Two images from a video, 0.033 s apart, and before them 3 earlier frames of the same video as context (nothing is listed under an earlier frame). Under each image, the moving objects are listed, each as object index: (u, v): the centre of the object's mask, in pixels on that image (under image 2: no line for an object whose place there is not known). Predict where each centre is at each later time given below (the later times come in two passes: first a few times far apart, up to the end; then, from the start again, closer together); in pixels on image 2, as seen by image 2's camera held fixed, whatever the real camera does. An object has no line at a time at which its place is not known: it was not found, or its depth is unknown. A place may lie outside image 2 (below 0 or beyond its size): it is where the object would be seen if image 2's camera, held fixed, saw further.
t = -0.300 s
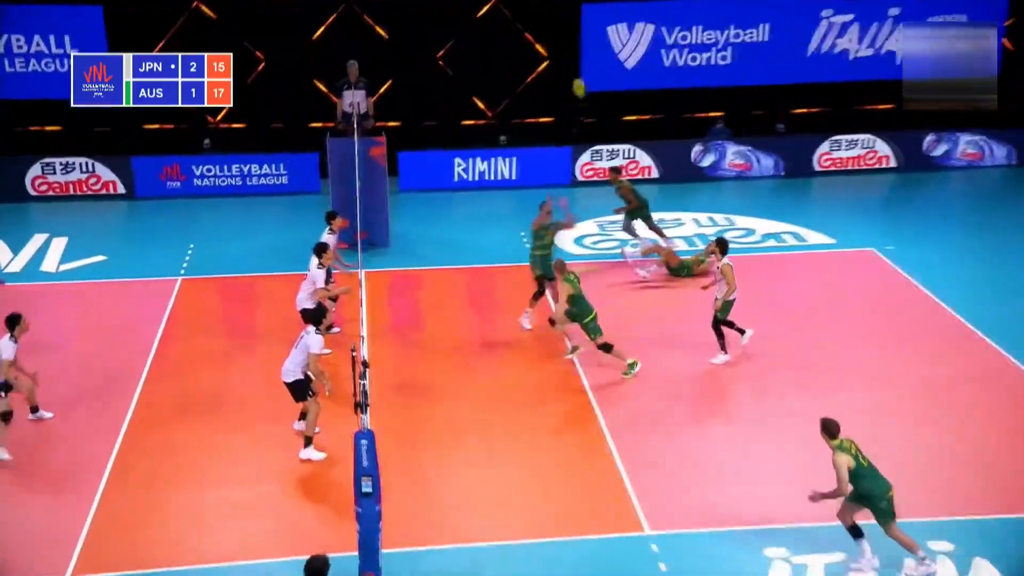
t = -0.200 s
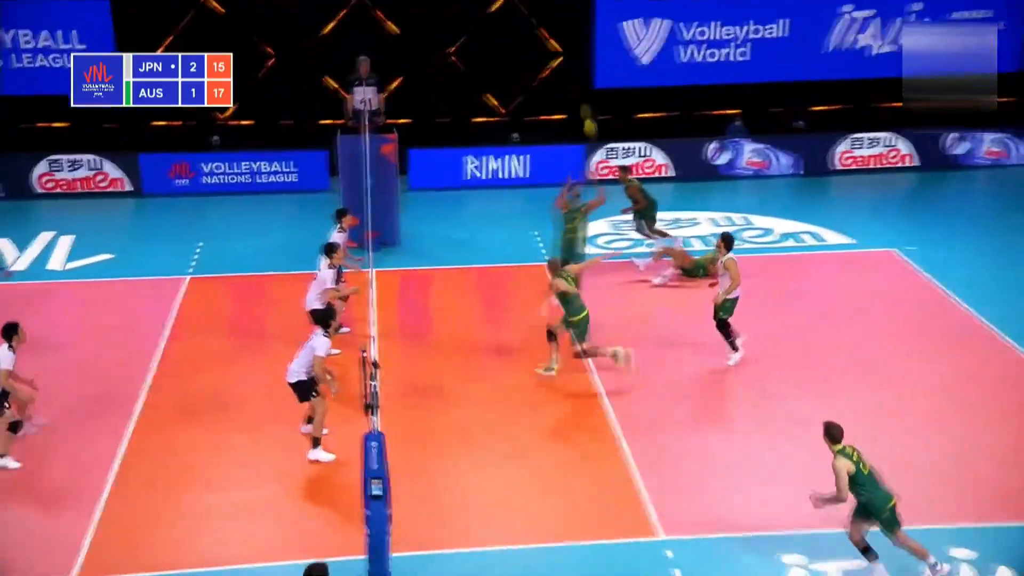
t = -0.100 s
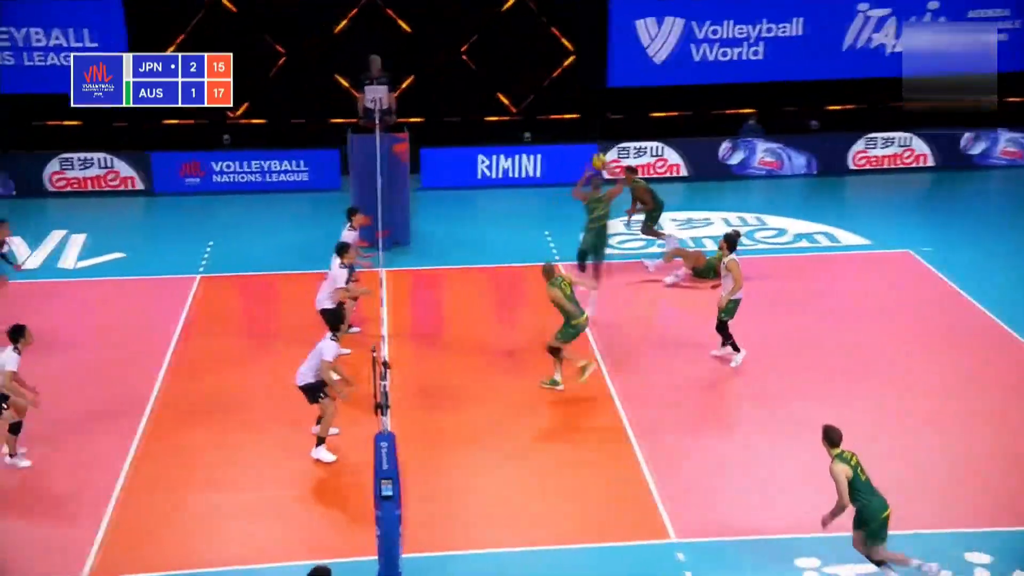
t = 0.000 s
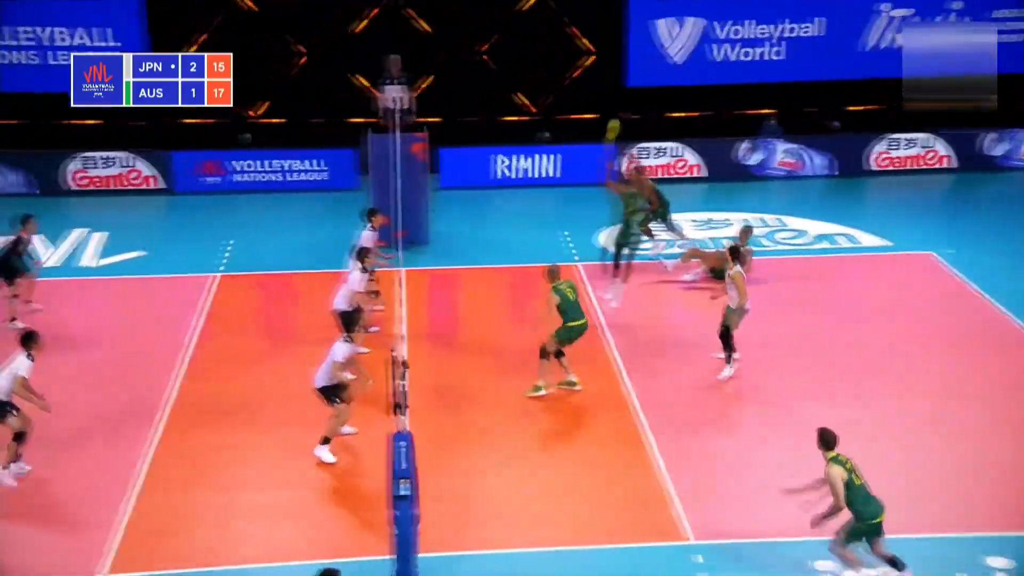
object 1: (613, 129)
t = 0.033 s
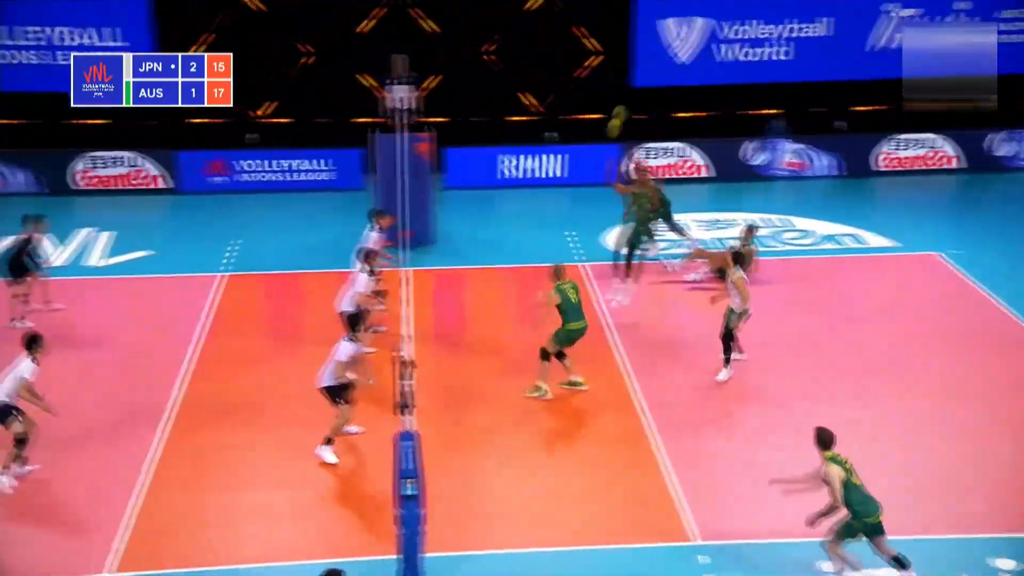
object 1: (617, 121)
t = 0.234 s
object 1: (606, 65)
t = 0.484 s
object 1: (597, 33)
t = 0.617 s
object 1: (588, 36)
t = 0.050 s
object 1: (616, 115)
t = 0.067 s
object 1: (618, 109)
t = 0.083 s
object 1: (613, 106)
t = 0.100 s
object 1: (614, 102)
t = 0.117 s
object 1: (611, 96)
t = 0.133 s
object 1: (613, 90)
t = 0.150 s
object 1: (618, 84)
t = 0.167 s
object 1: (611, 80)
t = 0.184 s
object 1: (614, 76)
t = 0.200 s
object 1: (606, 74)
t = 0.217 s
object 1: (610, 69)
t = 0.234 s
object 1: (606, 65)
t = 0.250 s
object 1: (608, 61)
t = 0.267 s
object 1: (610, 58)
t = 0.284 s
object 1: (608, 53)
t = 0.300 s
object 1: (607, 53)
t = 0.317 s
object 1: (605, 48)
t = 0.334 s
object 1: (605, 46)
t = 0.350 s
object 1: (604, 43)
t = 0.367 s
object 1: (602, 41)
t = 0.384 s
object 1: (603, 41)
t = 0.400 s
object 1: (600, 37)
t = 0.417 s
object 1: (599, 37)
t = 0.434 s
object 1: (596, 35)
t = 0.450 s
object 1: (598, 34)
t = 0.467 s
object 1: (601, 34)
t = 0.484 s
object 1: (597, 33)
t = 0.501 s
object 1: (597, 32)
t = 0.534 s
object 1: (593, 33)
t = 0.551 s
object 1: (594, 33)
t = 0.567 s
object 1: (590, 34)
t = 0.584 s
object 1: (591, 34)
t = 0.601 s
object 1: (586, 35)
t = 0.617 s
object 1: (588, 36)
